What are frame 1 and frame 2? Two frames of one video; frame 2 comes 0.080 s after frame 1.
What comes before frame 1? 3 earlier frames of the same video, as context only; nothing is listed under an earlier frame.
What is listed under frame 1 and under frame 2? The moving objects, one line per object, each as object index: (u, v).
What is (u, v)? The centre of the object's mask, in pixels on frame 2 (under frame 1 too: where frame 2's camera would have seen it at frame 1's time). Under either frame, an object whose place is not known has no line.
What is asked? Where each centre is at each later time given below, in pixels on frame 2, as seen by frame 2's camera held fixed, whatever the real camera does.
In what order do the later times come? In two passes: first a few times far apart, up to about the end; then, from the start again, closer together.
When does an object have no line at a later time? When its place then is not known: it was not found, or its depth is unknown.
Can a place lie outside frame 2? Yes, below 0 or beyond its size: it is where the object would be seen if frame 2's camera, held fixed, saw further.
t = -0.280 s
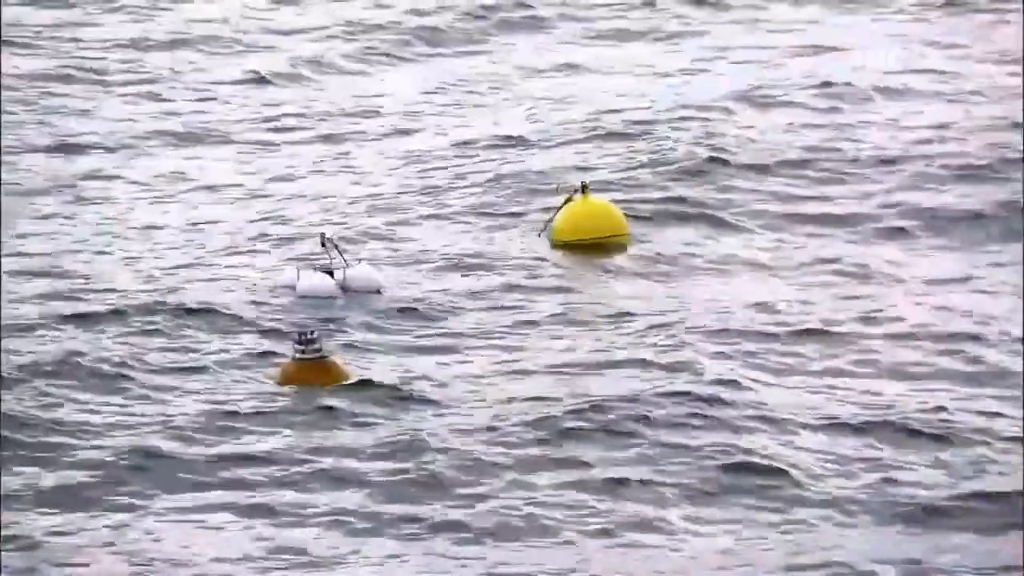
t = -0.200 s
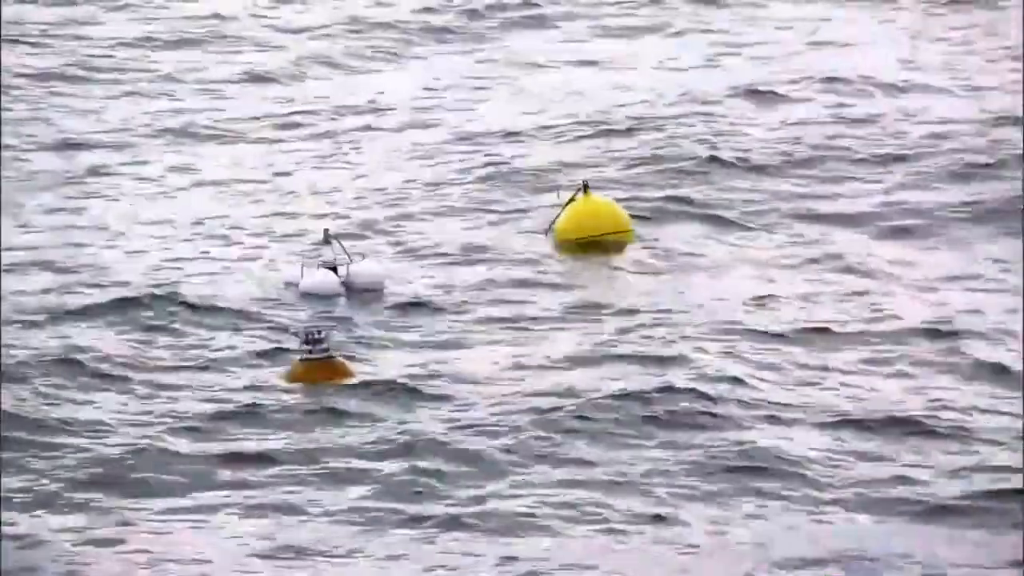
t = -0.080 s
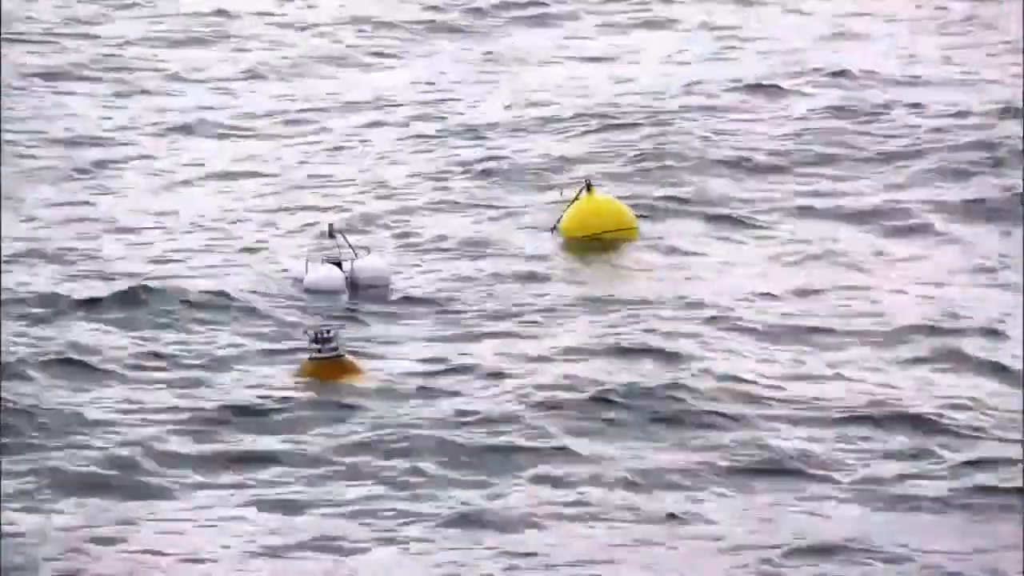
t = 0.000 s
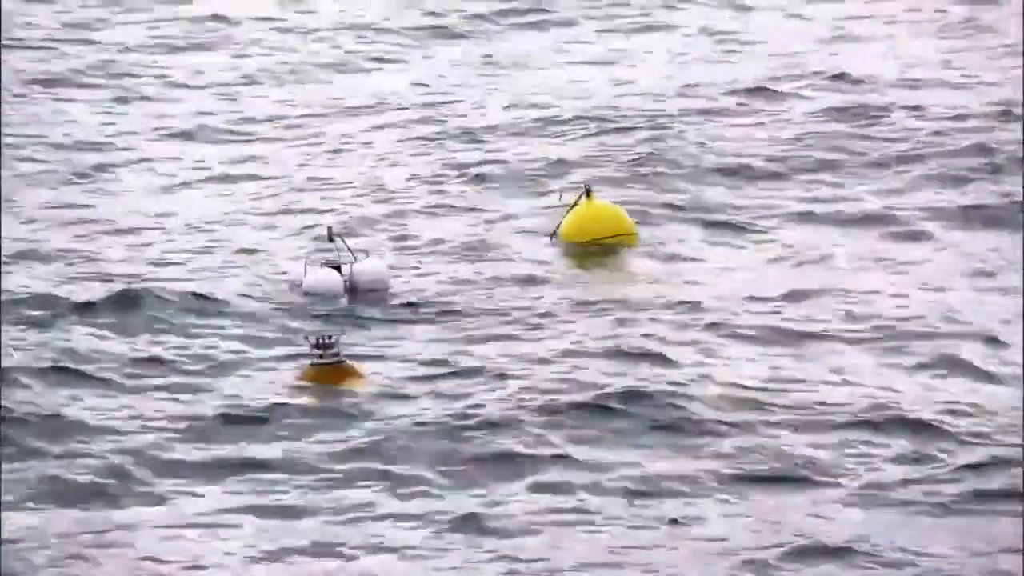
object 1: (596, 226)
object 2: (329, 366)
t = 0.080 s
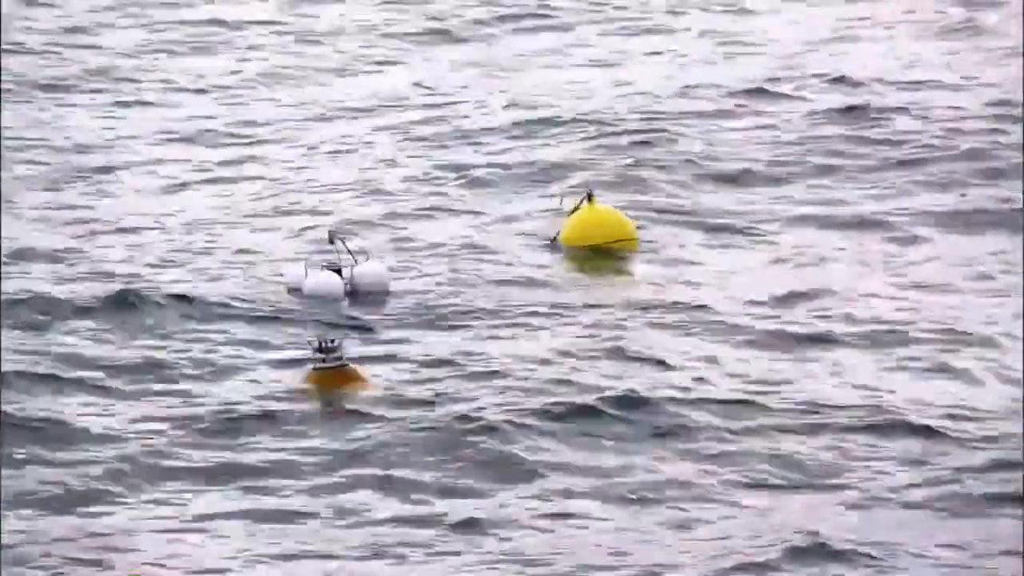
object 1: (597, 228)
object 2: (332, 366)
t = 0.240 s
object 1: (604, 235)
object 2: (341, 380)
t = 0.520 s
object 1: (616, 243)
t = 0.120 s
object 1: (598, 229)
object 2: (334, 367)
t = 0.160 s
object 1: (600, 233)
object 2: (336, 372)
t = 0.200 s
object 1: (602, 233)
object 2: (338, 378)
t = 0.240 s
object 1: (604, 235)
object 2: (341, 380)
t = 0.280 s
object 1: (607, 236)
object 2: (342, 382)
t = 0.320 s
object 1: (608, 237)
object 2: (343, 383)
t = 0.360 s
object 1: (610, 239)
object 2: (345, 384)
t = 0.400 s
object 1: (612, 240)
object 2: (345, 388)
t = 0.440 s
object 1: (613, 243)
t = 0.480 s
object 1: (615, 243)
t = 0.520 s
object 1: (616, 243)
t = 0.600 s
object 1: (618, 242)
